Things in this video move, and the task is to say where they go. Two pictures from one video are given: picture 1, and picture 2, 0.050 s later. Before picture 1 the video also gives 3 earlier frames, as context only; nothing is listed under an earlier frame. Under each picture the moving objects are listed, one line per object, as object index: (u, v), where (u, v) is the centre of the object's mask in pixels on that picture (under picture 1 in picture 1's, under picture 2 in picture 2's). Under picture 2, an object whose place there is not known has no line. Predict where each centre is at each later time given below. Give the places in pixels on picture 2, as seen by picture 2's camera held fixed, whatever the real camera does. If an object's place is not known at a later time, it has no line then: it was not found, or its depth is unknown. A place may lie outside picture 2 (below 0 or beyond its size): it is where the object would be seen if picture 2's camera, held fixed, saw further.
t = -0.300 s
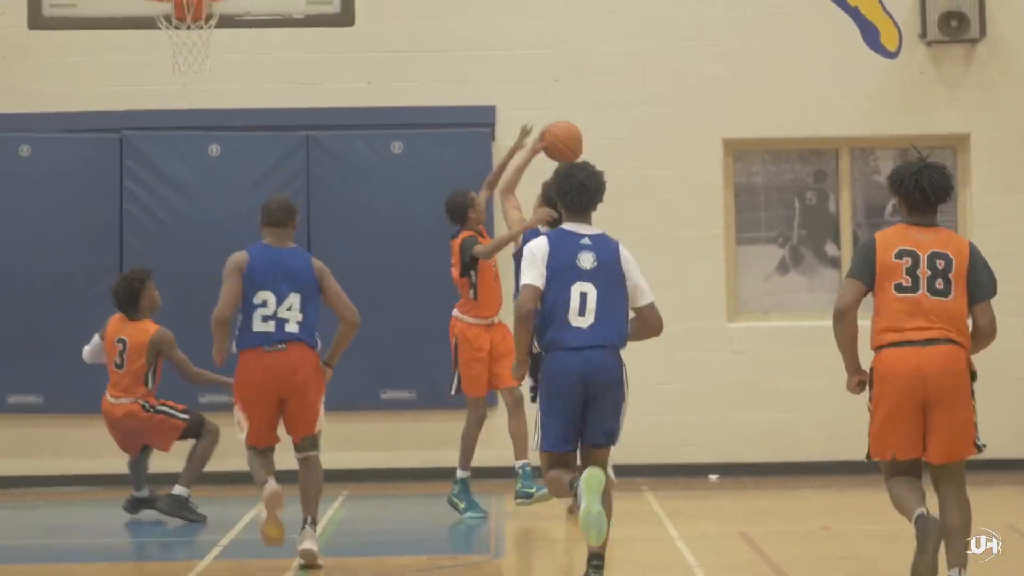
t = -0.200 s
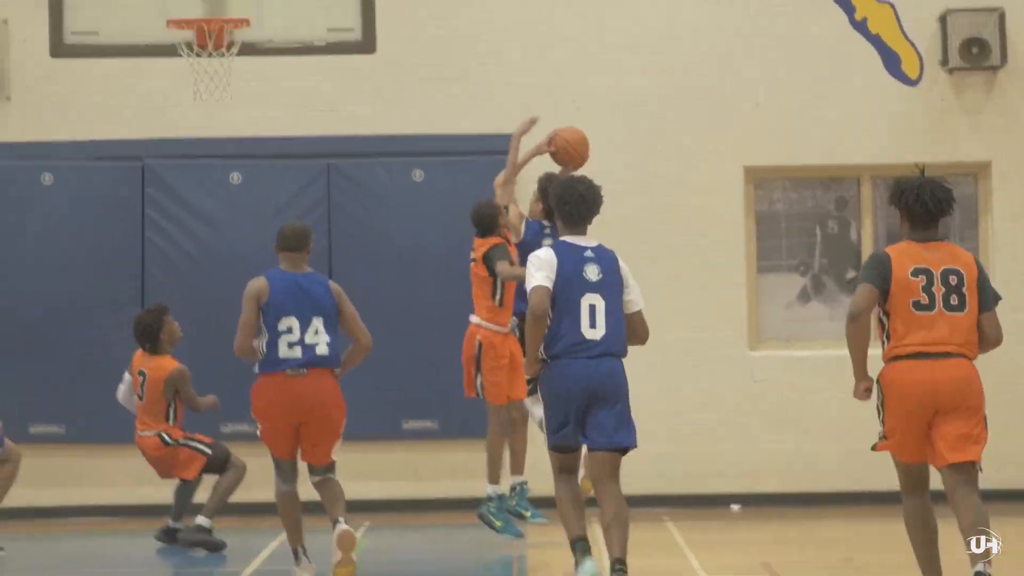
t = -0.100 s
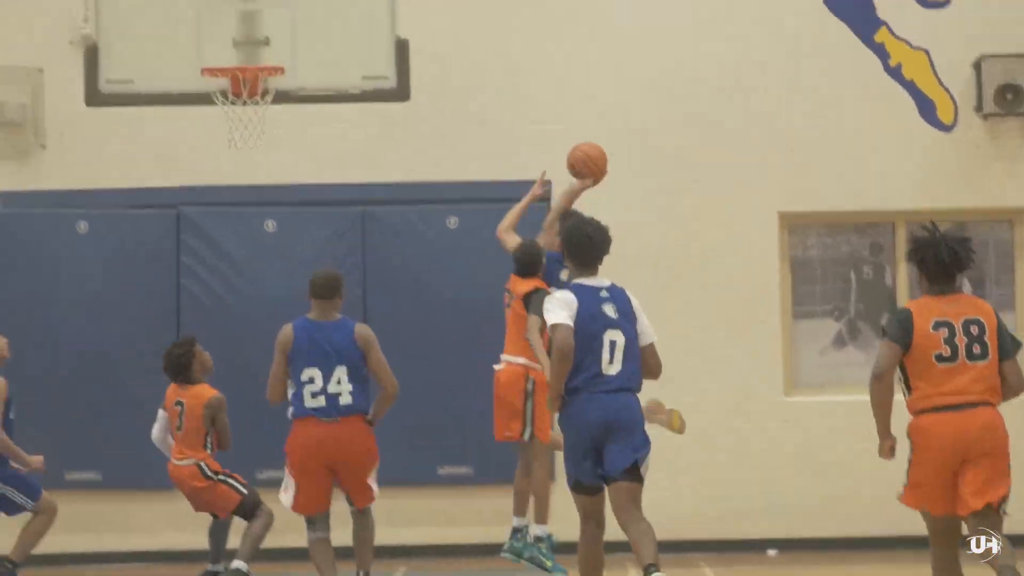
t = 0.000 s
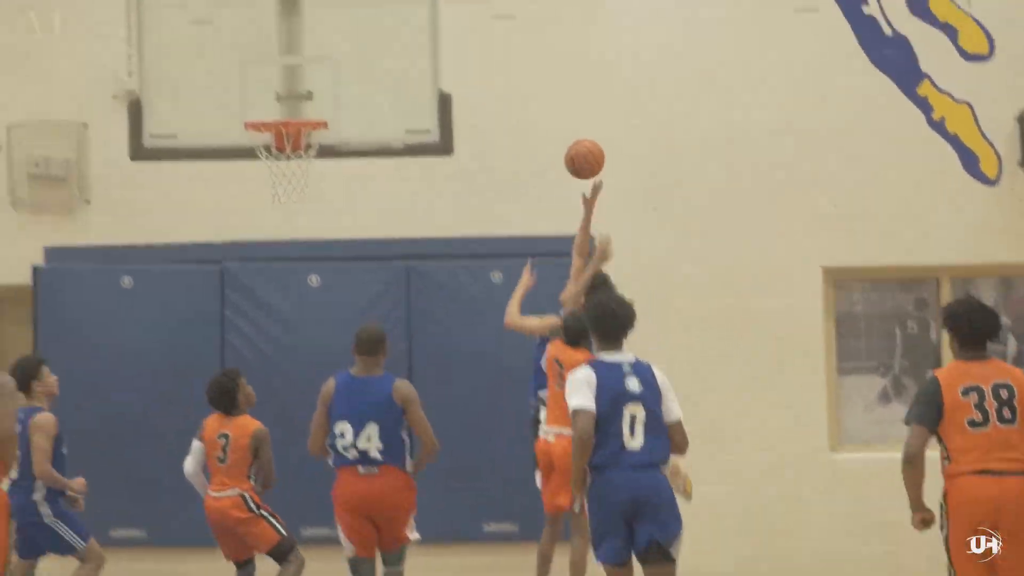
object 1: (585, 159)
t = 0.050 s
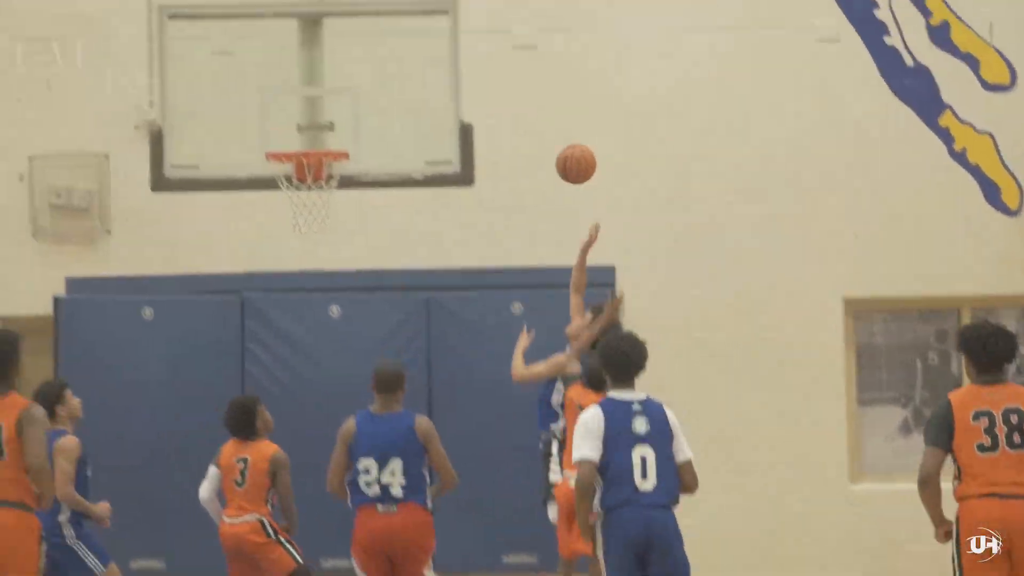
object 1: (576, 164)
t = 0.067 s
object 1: (566, 156)
